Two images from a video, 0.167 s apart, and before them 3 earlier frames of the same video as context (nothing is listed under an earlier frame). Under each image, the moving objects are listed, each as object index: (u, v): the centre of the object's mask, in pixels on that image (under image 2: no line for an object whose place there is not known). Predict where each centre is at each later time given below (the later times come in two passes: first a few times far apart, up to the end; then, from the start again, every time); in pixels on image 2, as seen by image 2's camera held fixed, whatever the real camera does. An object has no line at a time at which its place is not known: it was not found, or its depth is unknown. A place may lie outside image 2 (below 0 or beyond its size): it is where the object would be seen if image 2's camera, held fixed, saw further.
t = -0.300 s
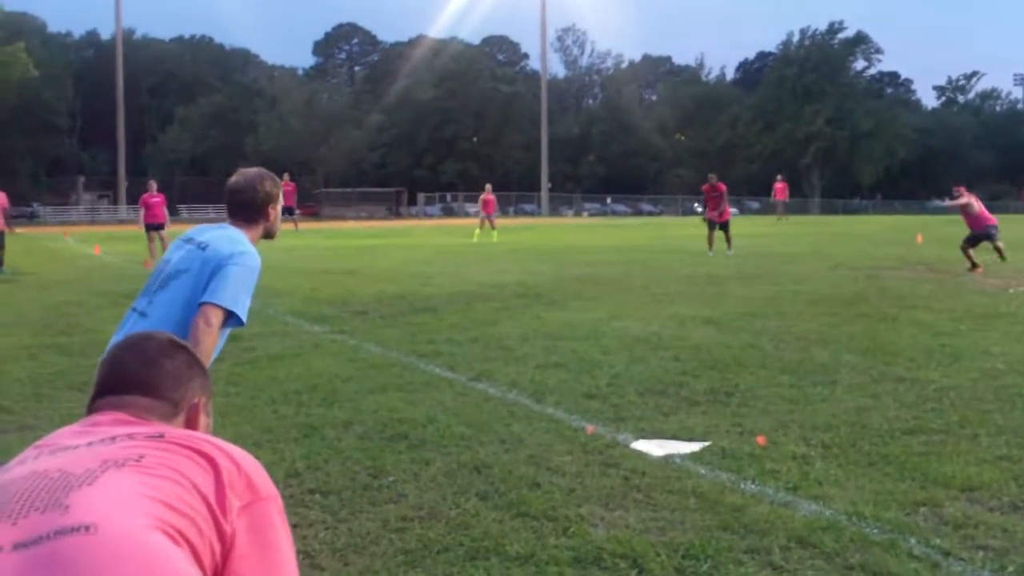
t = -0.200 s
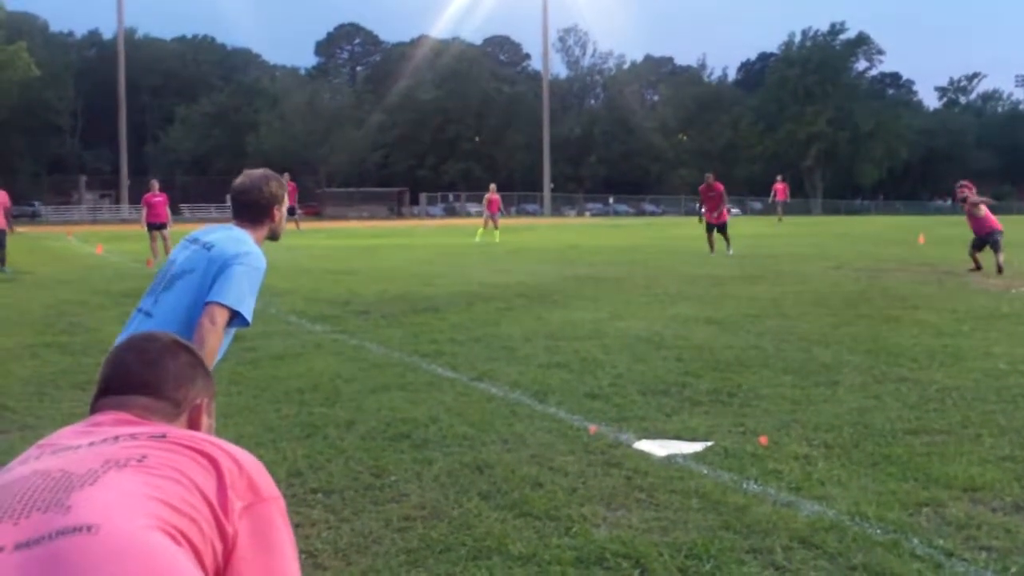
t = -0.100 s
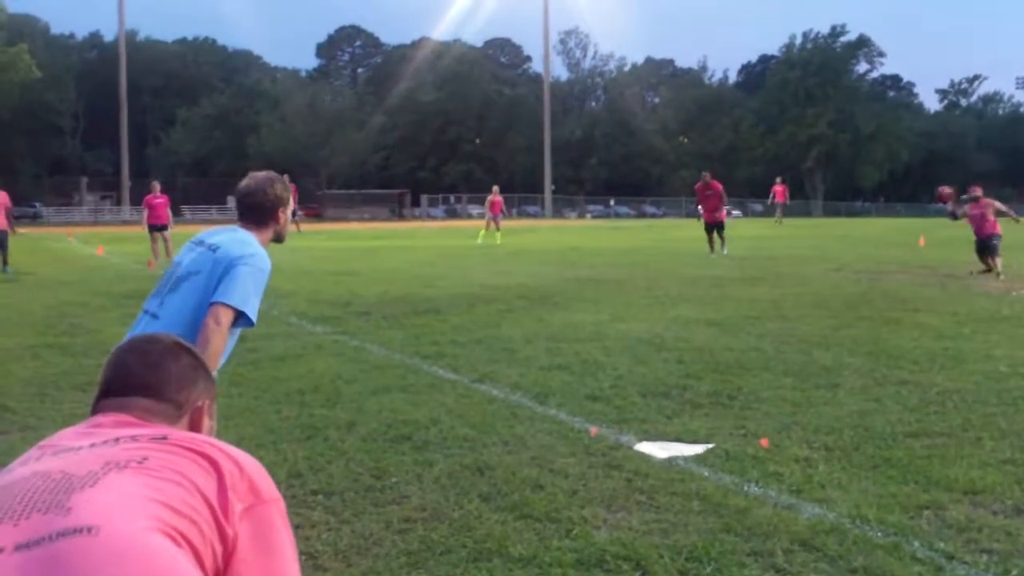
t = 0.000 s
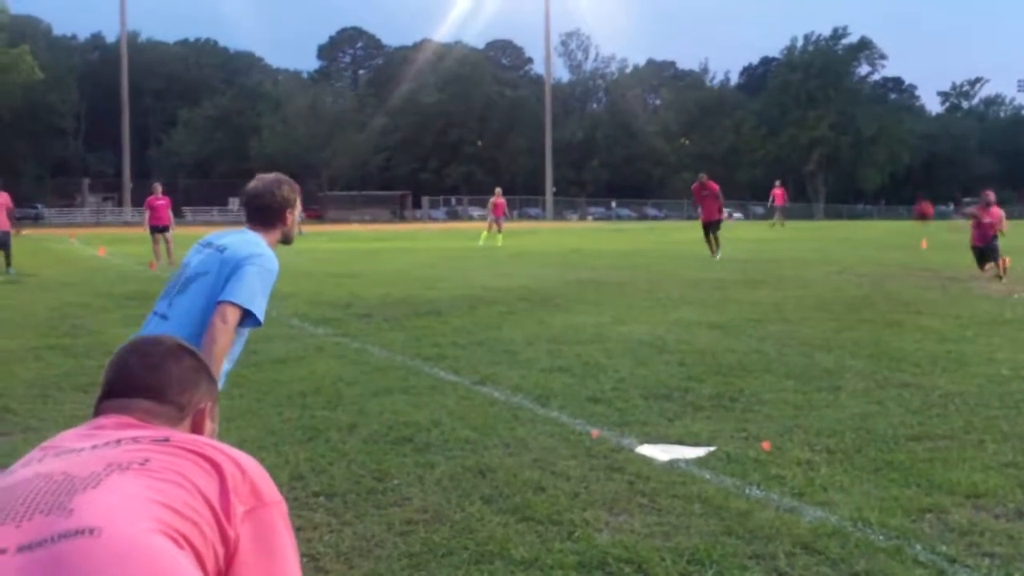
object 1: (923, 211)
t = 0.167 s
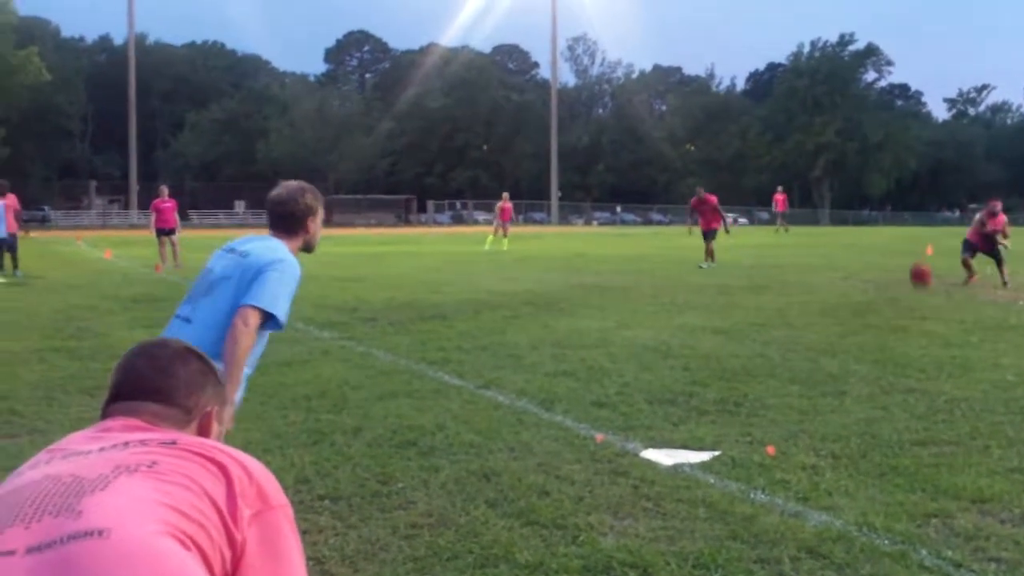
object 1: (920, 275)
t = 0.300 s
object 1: (902, 311)
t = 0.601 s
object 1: (826, 297)
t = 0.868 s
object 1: (713, 394)
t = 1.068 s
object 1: (616, 370)
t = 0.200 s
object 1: (917, 291)
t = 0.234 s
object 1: (912, 307)
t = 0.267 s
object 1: (909, 315)
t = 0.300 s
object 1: (902, 311)
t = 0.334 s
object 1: (896, 305)
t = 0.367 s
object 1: (889, 299)
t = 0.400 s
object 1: (882, 294)
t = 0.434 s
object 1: (874, 290)
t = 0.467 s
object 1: (865, 289)
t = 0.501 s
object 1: (856, 288)
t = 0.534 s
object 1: (847, 290)
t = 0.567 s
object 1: (837, 292)
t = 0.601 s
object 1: (826, 297)
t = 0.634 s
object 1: (815, 303)
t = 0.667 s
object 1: (803, 312)
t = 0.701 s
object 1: (789, 322)
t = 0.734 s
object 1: (775, 335)
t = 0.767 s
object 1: (763, 350)
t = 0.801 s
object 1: (747, 367)
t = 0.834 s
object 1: (728, 390)
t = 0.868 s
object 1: (713, 394)
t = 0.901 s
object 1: (700, 387)
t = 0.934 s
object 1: (683, 378)
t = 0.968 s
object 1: (668, 374)
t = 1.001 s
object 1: (652, 372)
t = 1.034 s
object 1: (634, 368)
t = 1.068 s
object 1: (616, 370)
